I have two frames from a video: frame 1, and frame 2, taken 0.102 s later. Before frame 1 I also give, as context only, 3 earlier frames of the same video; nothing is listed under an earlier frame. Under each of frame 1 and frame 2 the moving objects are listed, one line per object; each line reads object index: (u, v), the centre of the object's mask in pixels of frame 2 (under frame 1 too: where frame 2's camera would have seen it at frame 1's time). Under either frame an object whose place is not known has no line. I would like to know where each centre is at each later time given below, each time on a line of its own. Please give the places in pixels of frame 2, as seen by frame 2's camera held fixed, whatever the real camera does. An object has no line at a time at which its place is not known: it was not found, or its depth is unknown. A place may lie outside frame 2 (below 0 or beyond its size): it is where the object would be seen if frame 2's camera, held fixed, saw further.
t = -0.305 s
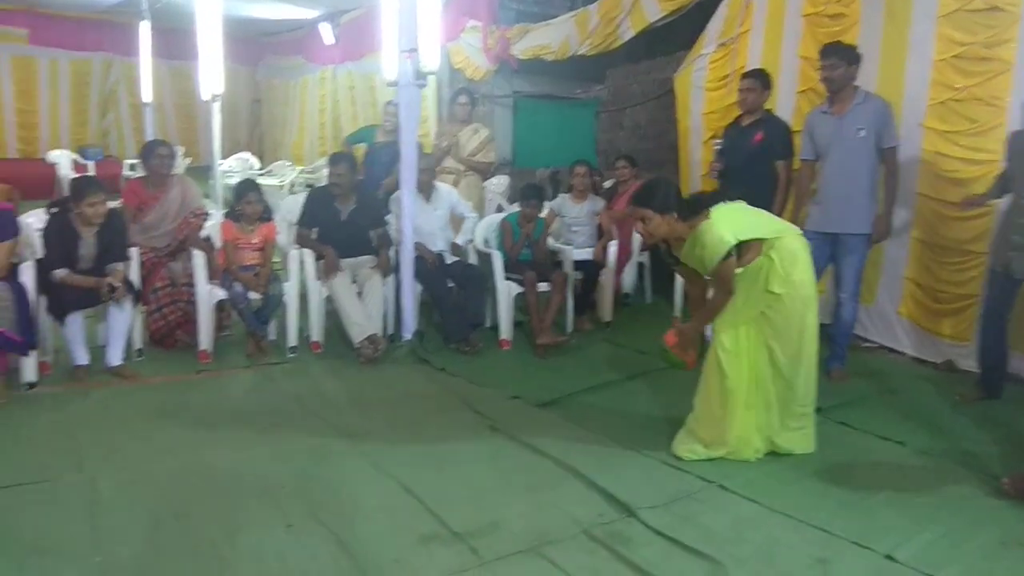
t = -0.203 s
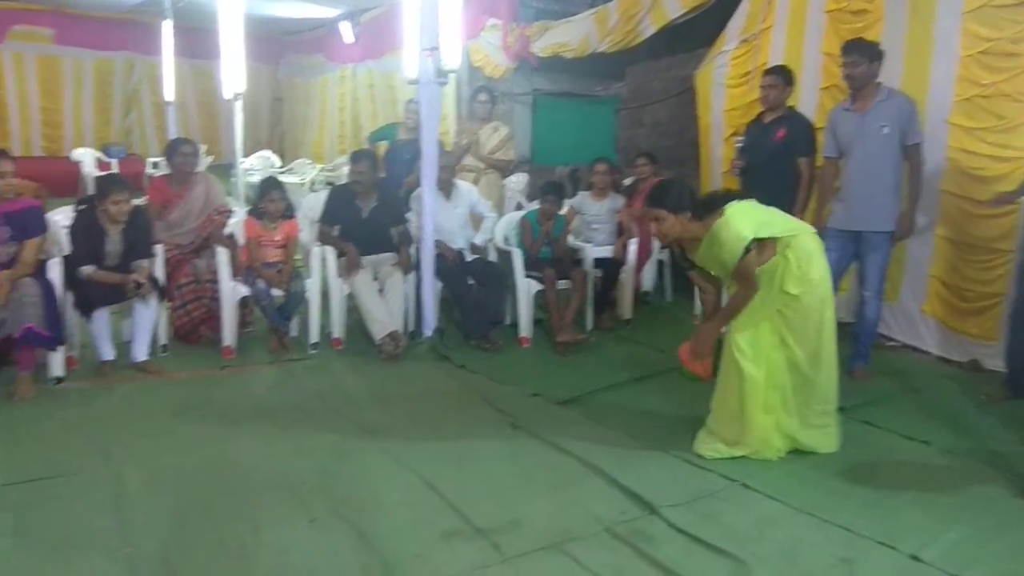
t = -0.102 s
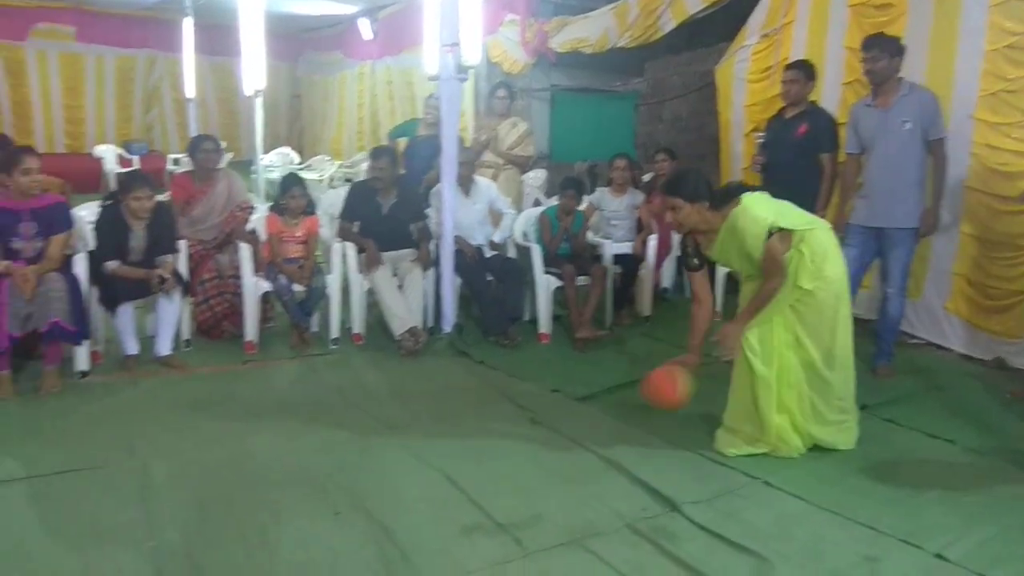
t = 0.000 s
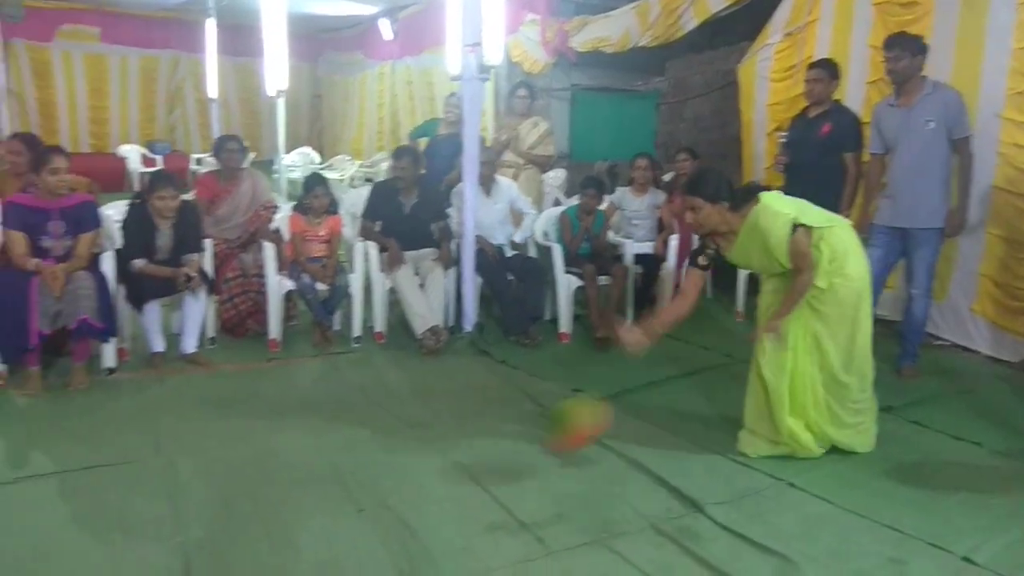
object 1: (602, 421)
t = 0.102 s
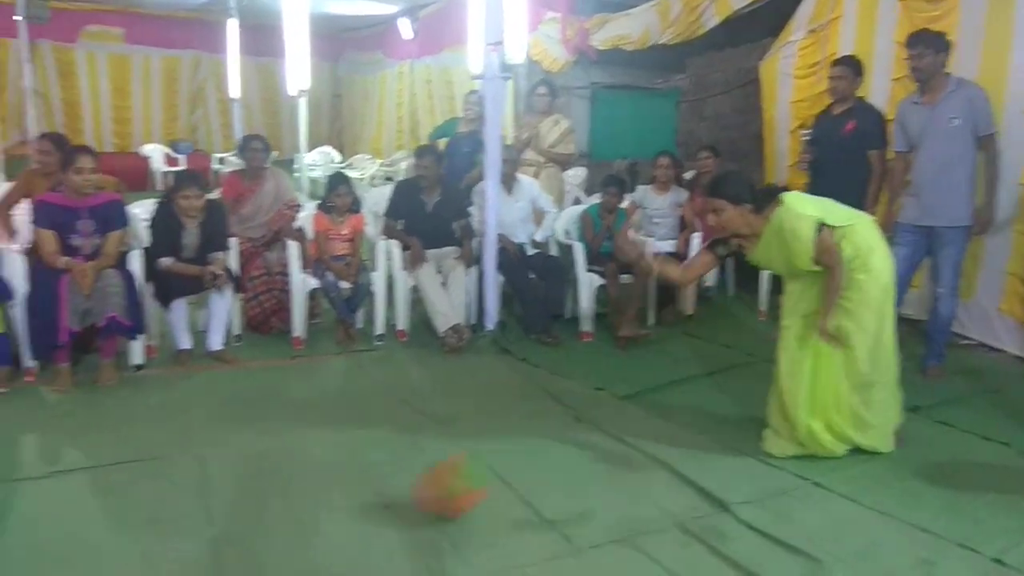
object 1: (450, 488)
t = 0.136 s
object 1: (411, 481)
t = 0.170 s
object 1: (370, 467)
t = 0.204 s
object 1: (331, 453)
